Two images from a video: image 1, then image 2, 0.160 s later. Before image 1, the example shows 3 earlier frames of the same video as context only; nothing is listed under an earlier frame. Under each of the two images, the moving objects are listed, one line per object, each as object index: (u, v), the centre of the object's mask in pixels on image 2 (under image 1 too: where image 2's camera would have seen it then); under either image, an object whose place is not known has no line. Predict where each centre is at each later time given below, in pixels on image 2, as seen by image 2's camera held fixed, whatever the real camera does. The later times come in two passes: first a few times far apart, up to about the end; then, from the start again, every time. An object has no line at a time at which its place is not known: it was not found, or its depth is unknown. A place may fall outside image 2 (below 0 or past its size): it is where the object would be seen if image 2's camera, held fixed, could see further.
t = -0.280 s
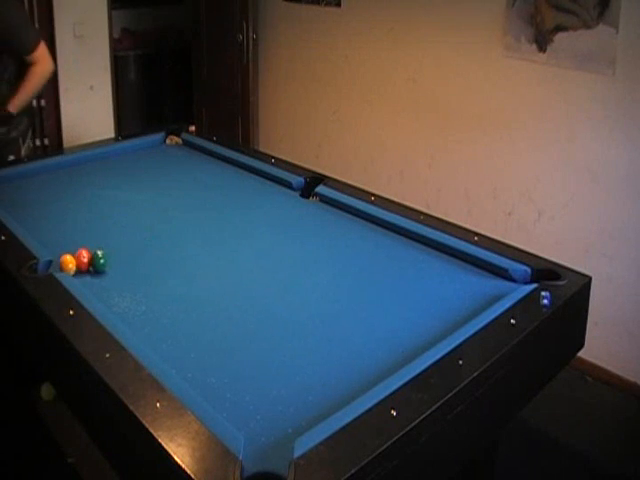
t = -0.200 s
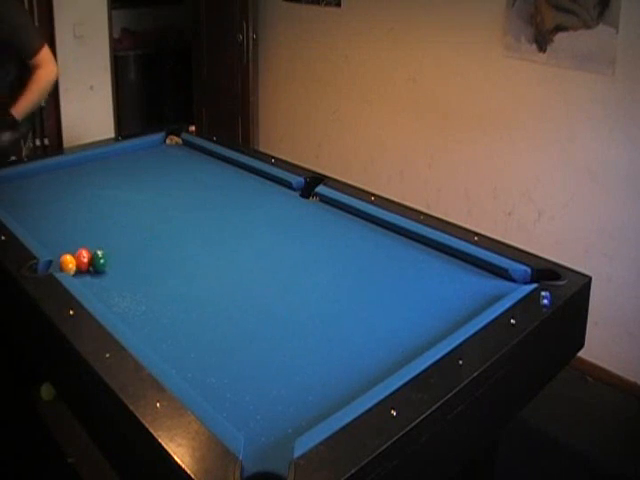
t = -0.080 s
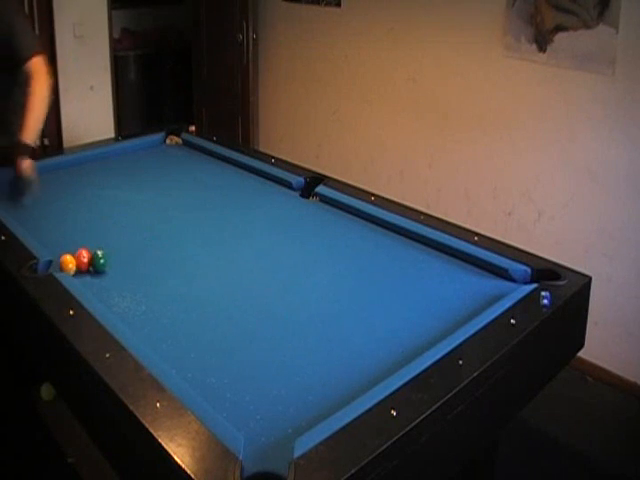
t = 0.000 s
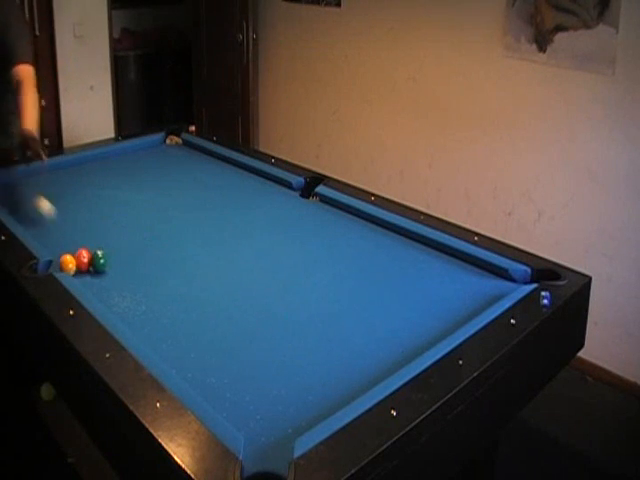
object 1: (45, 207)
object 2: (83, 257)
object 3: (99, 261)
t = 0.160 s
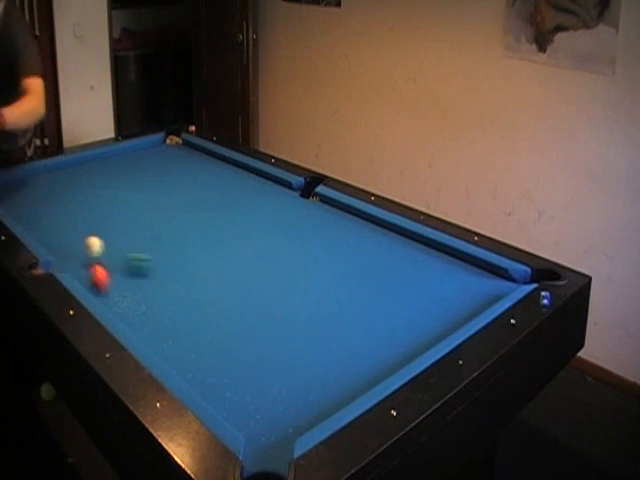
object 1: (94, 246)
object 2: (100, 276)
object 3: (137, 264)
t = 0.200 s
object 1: (102, 251)
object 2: (109, 286)
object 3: (160, 266)
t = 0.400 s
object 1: (136, 253)
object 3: (263, 272)
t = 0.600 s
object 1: (170, 254)
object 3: (358, 278)
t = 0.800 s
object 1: (204, 255)
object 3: (454, 282)
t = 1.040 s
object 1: (244, 256)
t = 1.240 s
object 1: (277, 258)
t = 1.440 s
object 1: (309, 259)
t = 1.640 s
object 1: (341, 260)
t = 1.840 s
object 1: (371, 261)
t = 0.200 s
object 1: (102, 251)
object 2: (109, 286)
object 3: (160, 266)
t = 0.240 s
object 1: (109, 251)
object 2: (119, 297)
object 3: (182, 267)
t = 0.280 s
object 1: (116, 252)
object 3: (203, 268)
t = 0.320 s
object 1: (123, 252)
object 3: (225, 269)
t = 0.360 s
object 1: (130, 253)
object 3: (244, 270)
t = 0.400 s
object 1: (136, 253)
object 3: (263, 272)
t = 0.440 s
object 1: (143, 253)
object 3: (282, 273)
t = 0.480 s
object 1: (150, 253)
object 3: (301, 274)
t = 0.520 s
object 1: (157, 254)
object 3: (320, 275)
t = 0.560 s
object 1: (164, 254)
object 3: (339, 276)
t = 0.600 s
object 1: (170, 254)
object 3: (358, 278)
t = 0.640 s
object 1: (177, 254)
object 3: (377, 278)
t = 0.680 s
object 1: (184, 255)
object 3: (398, 279)
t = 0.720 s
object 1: (190, 255)
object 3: (415, 280)
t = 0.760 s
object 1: (197, 255)
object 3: (433, 281)
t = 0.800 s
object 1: (204, 255)
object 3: (454, 282)
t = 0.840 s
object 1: (210, 255)
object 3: (475, 280)
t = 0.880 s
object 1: (217, 255)
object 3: (493, 283)
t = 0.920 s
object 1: (224, 256)
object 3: (511, 281)
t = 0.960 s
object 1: (231, 256)
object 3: (529, 279)
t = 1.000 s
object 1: (237, 256)
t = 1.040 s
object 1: (244, 256)
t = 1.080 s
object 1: (250, 257)
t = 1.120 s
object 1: (257, 257)
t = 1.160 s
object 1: (264, 257)
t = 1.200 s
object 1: (270, 257)
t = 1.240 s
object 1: (277, 258)
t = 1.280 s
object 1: (283, 258)
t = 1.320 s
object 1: (290, 258)
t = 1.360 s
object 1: (296, 259)
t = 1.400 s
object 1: (303, 259)
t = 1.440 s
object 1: (309, 259)
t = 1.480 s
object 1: (316, 259)
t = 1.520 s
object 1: (322, 259)
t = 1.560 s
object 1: (328, 260)
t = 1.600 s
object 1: (335, 260)
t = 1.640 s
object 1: (341, 260)
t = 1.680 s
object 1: (347, 260)
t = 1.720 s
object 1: (353, 260)
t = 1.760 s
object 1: (359, 261)
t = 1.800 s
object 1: (365, 261)
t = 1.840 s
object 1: (371, 261)
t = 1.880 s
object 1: (377, 261)
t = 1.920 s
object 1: (384, 261)
